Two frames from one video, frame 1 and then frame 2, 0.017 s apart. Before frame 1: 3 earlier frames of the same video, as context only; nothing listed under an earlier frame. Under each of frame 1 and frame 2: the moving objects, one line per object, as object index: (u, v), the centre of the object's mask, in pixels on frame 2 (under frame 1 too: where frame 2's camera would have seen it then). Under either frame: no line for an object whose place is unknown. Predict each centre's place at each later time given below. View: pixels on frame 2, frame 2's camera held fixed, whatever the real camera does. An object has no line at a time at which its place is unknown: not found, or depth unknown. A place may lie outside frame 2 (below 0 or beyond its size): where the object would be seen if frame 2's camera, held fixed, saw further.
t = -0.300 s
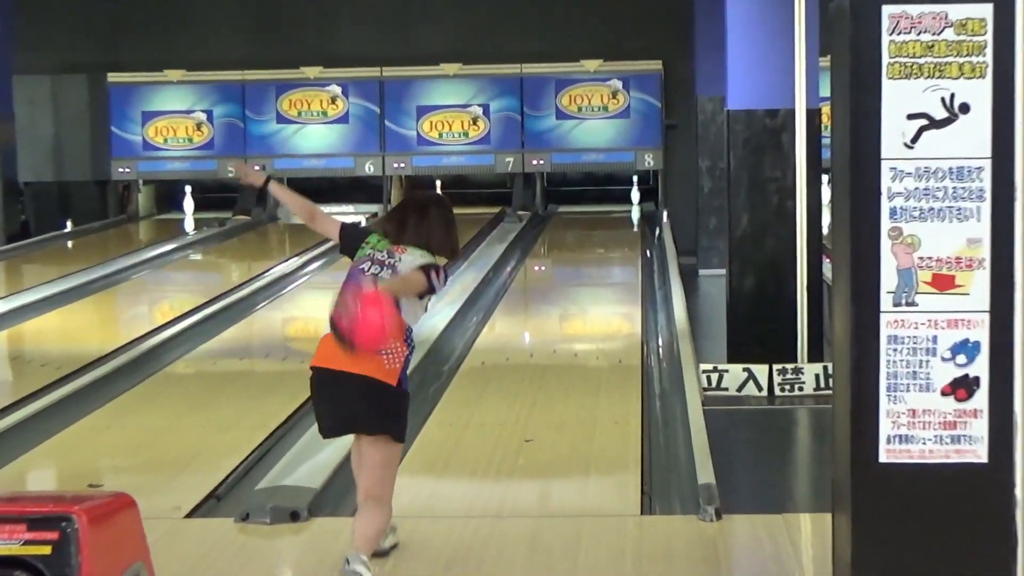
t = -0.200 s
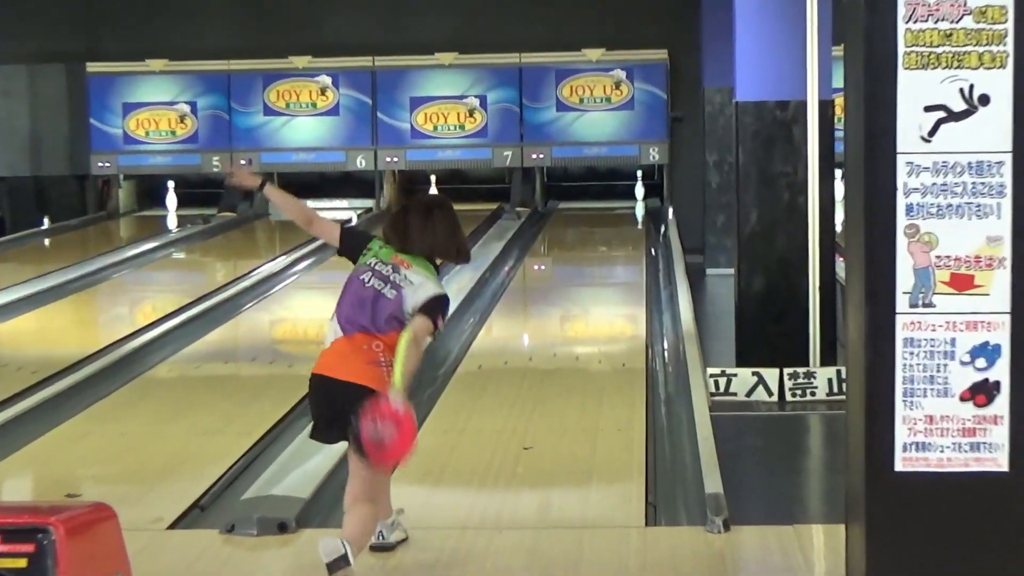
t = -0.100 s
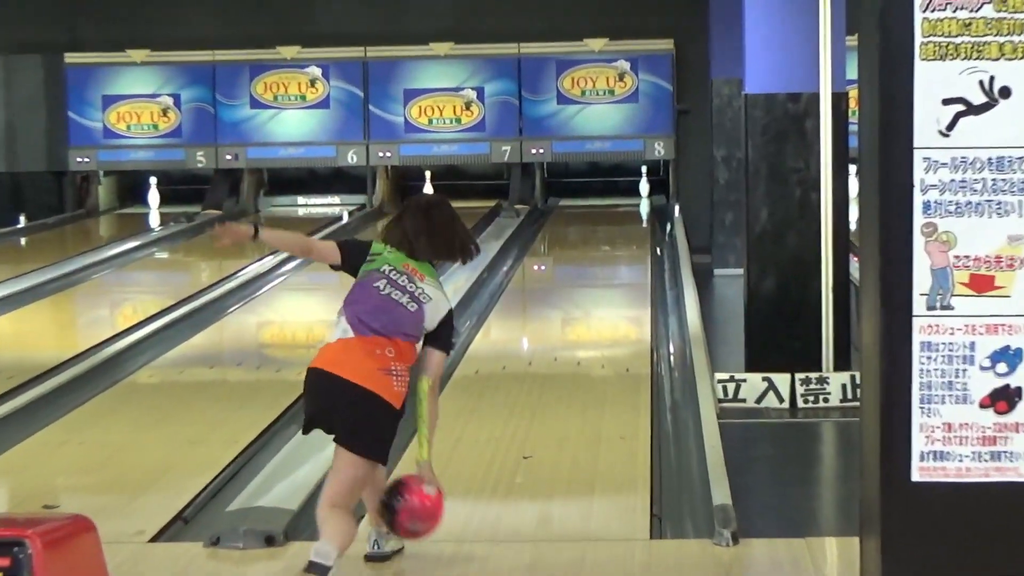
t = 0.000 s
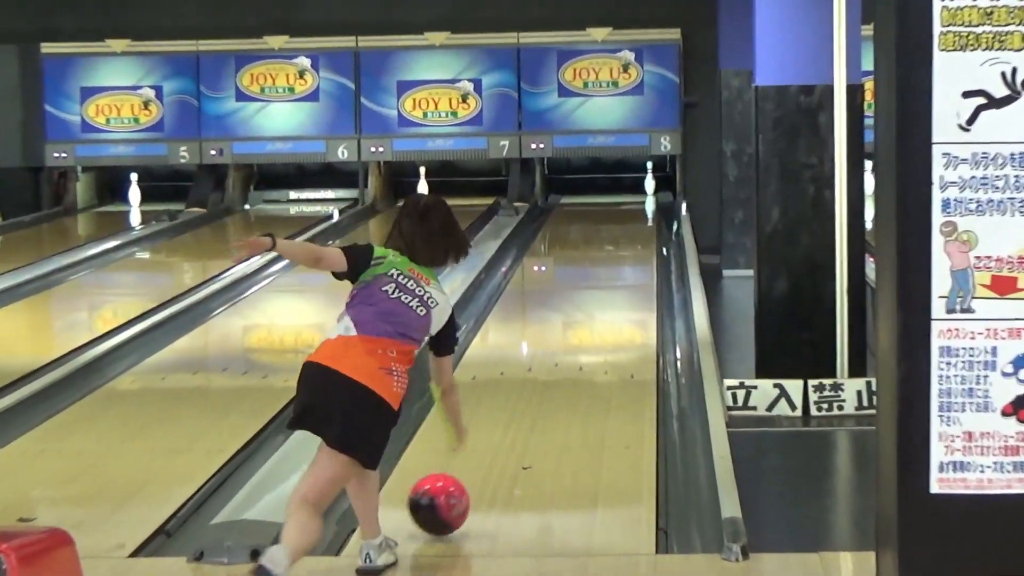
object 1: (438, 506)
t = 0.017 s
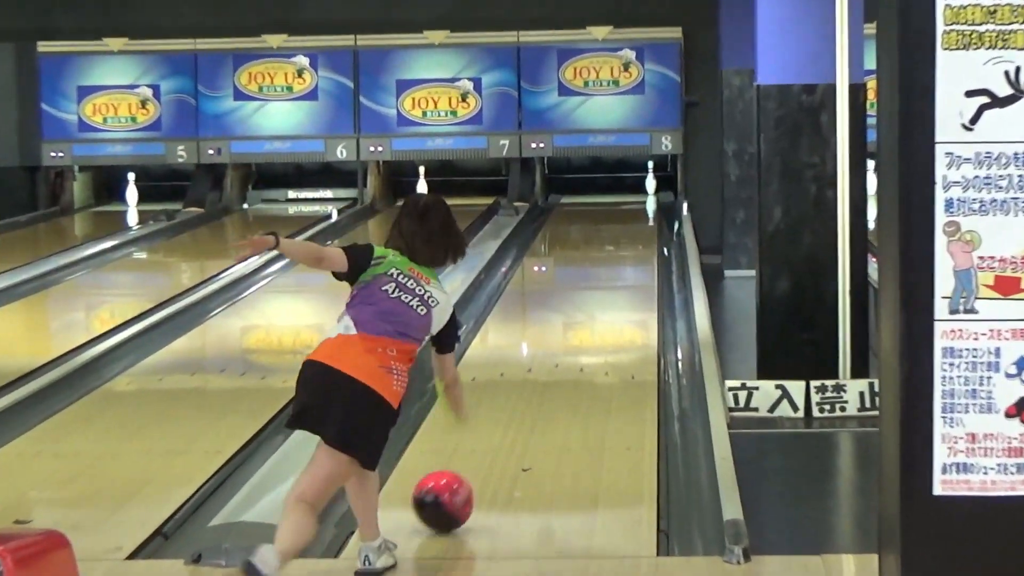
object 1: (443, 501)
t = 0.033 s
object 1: (448, 493)
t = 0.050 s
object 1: (452, 487)
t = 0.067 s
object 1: (457, 481)
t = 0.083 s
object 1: (461, 475)
